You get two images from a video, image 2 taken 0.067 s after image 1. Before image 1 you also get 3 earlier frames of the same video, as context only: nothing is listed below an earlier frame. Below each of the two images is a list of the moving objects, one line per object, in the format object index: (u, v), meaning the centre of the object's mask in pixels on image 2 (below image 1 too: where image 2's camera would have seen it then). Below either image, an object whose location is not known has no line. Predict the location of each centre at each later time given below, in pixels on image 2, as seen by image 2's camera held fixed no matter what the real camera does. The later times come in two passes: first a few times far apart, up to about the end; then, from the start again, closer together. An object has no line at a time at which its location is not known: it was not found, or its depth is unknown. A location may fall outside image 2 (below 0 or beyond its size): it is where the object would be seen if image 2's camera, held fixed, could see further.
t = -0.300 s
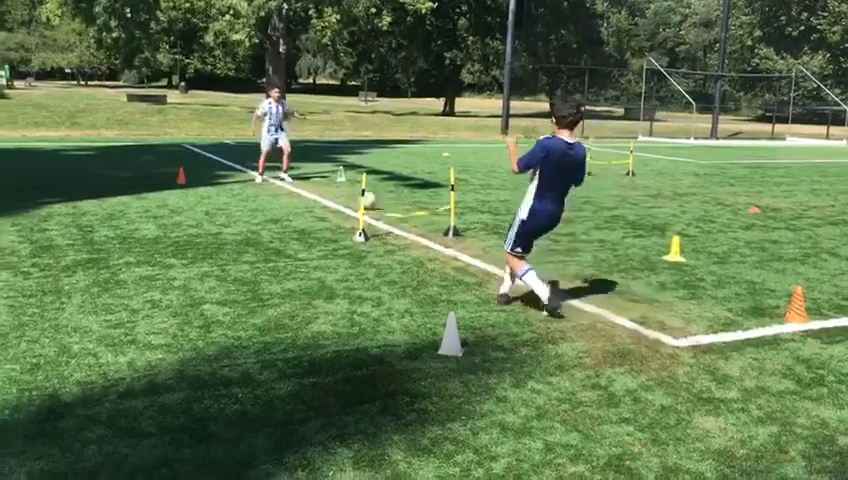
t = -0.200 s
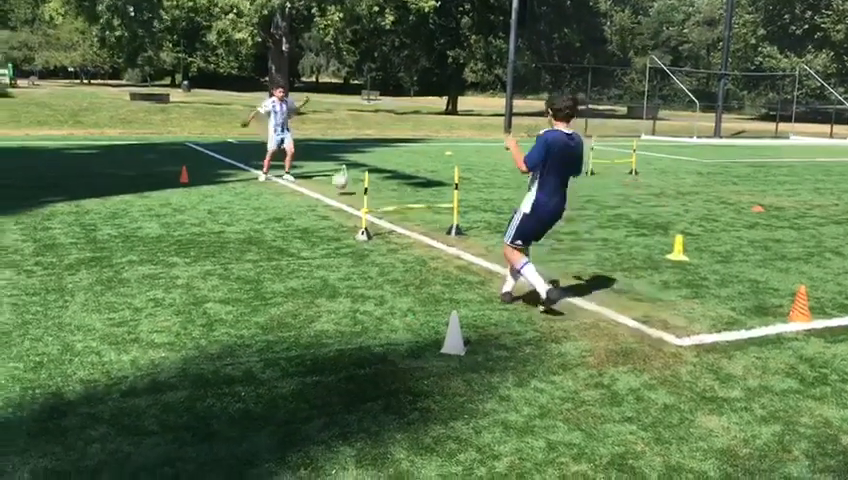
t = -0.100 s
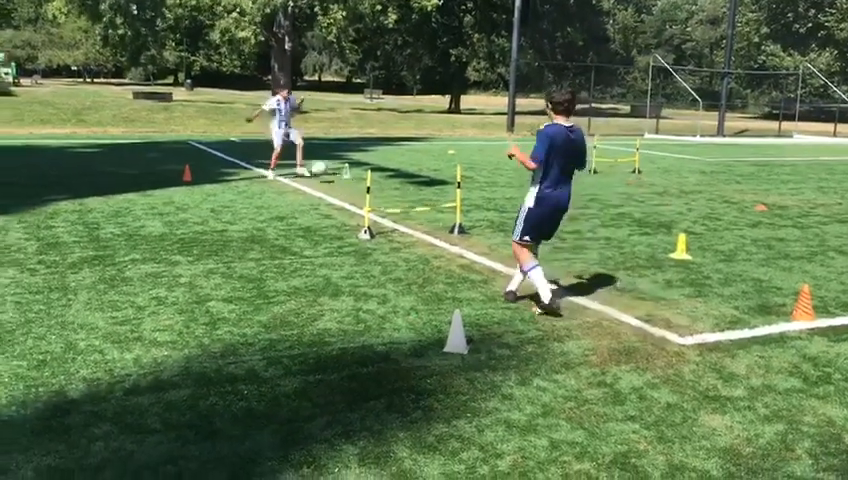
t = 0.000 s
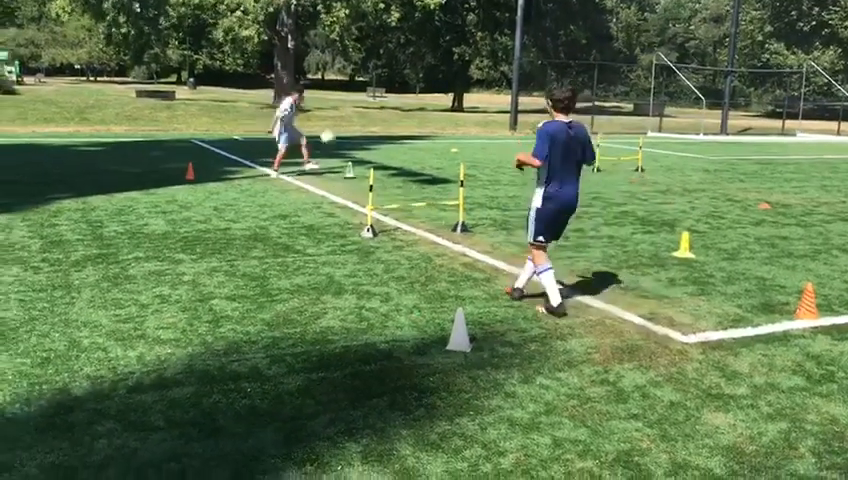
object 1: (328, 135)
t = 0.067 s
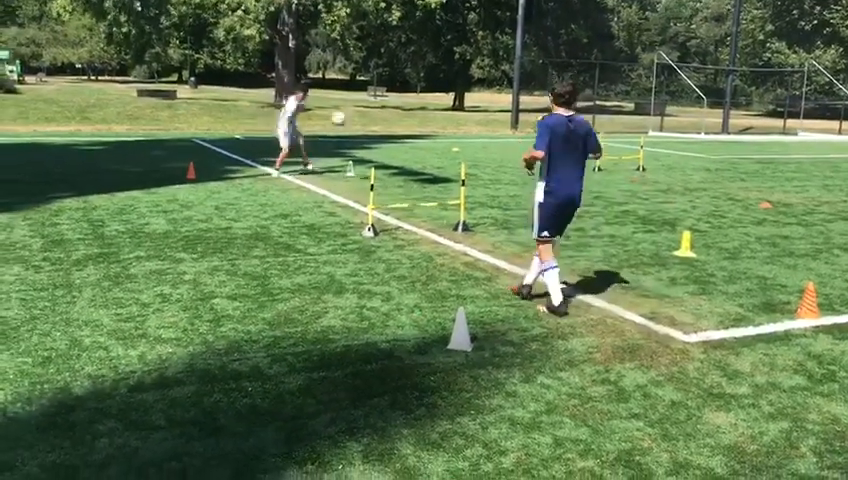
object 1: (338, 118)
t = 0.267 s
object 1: (370, 79)
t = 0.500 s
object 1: (413, 68)
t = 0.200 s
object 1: (359, 90)
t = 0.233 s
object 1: (364, 83)
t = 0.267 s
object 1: (370, 79)
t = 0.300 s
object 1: (376, 75)
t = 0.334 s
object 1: (382, 71)
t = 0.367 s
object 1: (388, 69)
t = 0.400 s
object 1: (394, 67)
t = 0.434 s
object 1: (400, 66)
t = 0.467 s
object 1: (406, 66)
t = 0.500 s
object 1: (413, 68)
